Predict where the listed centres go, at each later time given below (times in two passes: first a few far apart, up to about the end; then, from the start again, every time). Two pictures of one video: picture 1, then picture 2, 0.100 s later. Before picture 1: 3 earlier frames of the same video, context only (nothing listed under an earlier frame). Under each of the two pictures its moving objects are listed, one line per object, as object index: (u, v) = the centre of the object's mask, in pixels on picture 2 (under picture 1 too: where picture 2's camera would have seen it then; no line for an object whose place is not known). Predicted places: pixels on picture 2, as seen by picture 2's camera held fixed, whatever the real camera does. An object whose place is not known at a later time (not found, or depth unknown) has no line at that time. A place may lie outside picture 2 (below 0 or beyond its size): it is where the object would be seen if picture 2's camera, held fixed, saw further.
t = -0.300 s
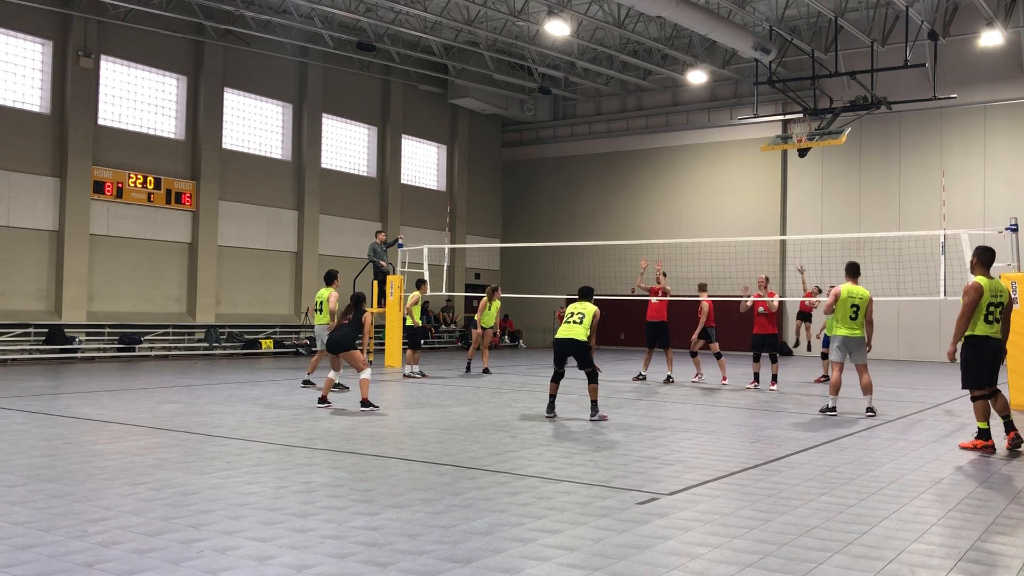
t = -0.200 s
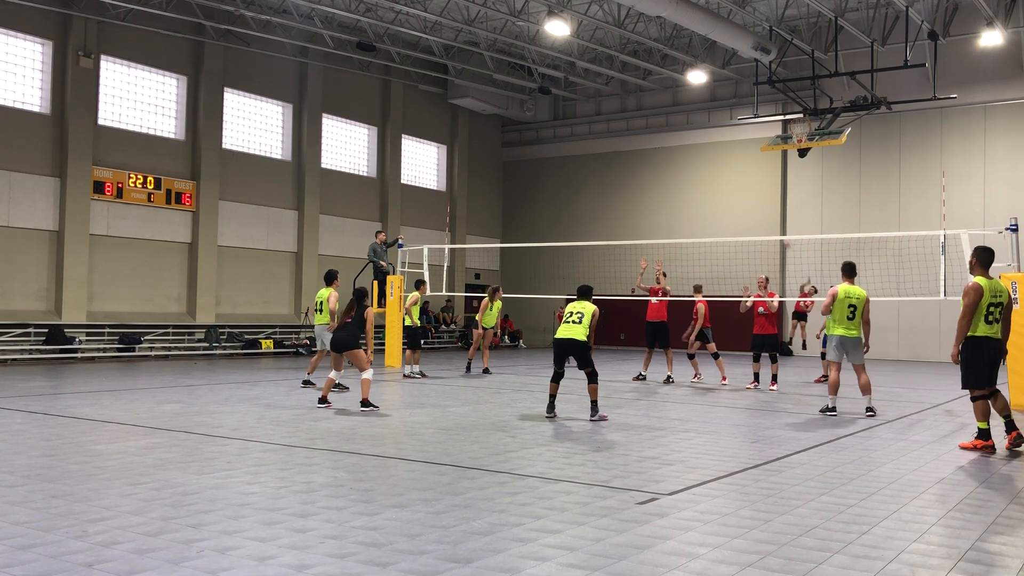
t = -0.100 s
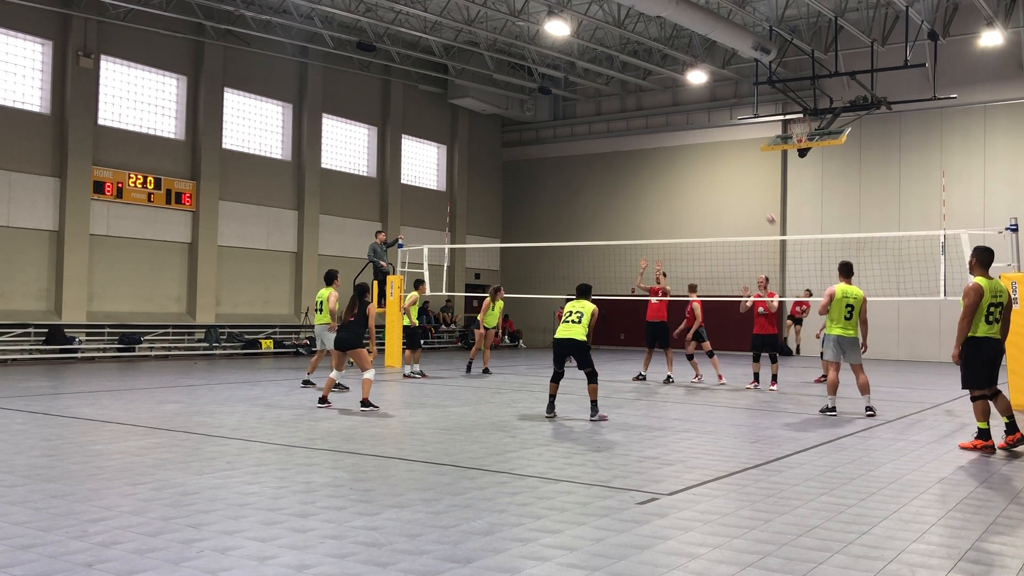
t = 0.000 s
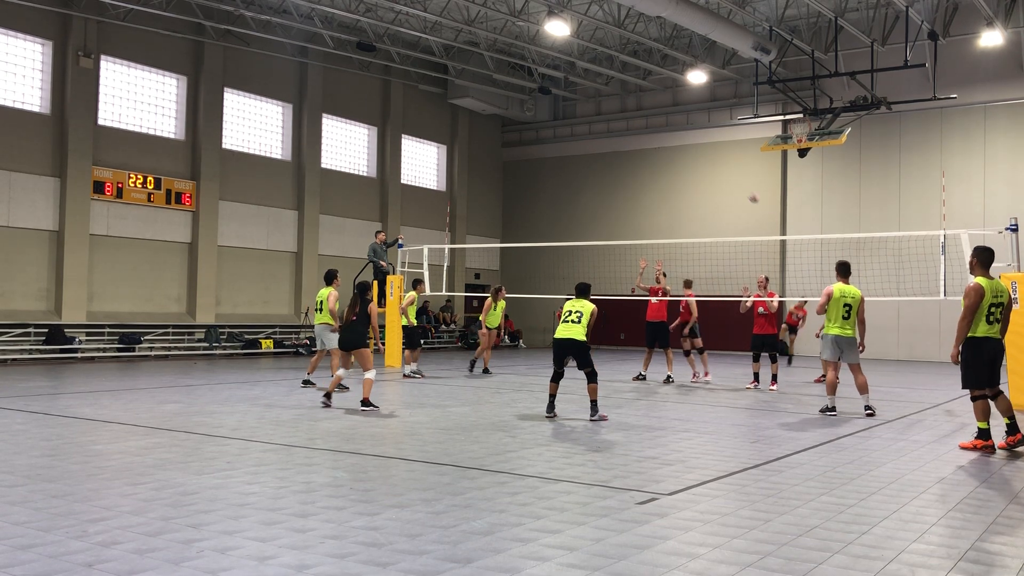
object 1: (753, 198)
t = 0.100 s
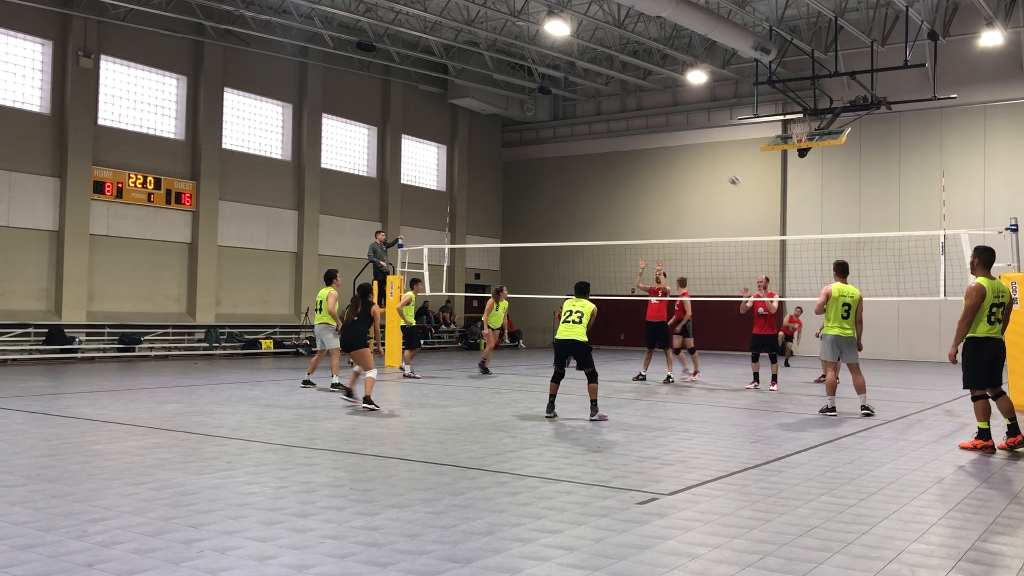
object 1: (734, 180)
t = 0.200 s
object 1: (712, 166)
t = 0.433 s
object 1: (652, 151)
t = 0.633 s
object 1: (589, 167)
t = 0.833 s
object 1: (505, 218)
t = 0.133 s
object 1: (727, 175)
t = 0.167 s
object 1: (720, 170)
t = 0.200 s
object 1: (712, 166)
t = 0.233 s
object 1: (704, 162)
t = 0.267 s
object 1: (695, 159)
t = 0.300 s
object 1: (688, 156)
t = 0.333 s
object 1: (680, 154)
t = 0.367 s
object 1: (671, 152)
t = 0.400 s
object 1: (662, 151)
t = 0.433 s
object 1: (652, 151)
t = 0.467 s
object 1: (643, 151)
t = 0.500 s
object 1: (632, 152)
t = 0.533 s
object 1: (622, 155)
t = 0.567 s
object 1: (612, 158)
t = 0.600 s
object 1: (600, 161)
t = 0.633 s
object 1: (589, 167)
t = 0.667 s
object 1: (576, 172)
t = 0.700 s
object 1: (563, 180)
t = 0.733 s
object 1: (550, 187)
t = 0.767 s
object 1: (535, 196)
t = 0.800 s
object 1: (520, 206)
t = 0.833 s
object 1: (505, 218)
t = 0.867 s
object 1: (489, 230)
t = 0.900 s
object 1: (471, 245)
